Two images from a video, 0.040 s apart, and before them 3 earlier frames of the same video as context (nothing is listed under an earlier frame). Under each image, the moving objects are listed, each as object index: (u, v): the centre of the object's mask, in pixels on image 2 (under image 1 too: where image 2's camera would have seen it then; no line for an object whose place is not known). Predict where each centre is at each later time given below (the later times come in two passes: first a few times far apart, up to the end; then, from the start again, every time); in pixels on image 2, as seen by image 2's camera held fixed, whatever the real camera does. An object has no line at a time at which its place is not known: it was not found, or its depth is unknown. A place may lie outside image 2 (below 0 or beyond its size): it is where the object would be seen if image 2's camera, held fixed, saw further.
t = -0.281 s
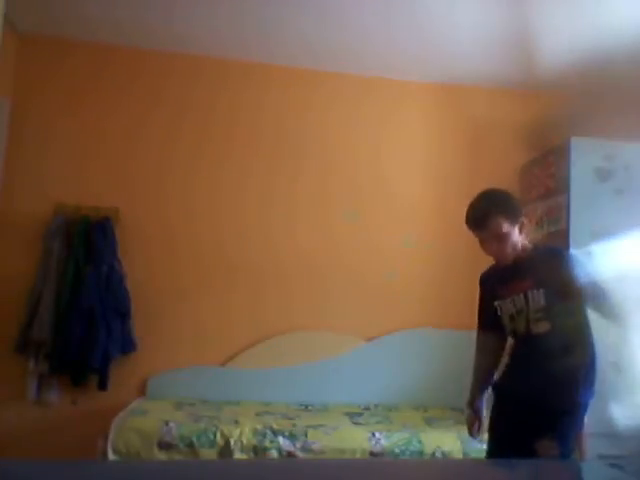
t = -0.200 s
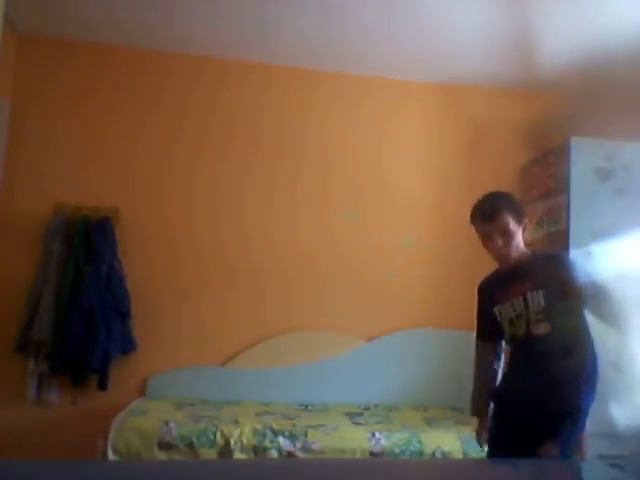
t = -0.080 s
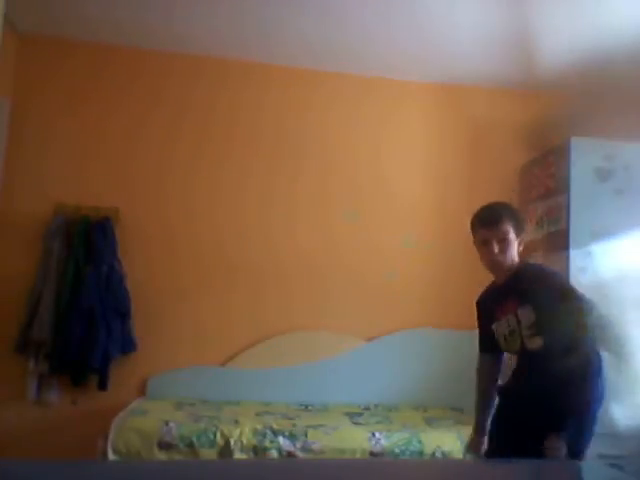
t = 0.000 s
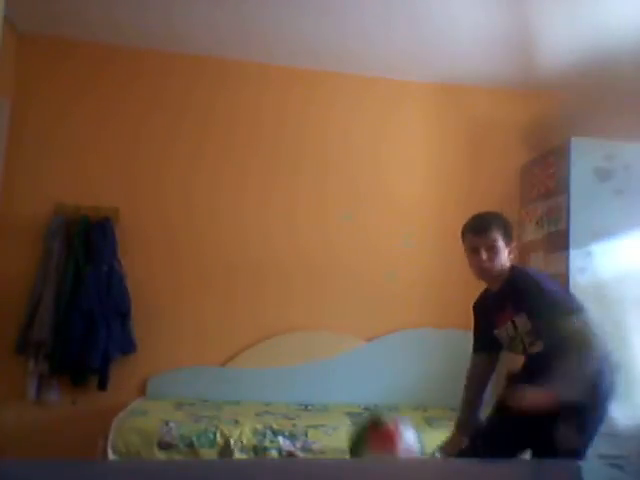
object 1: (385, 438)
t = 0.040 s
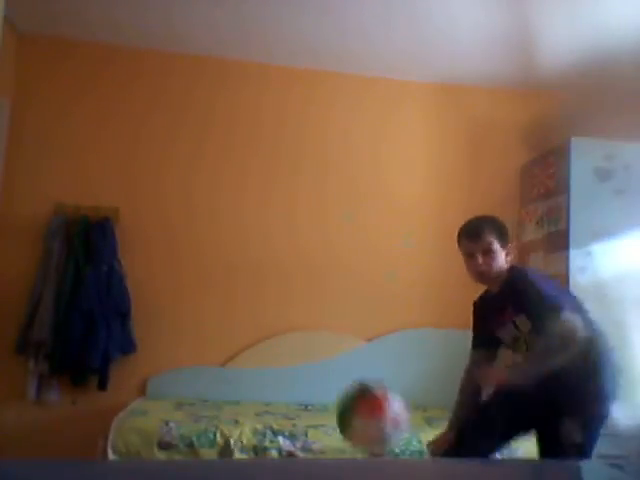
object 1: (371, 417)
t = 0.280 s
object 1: (300, 334)
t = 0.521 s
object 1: (219, 422)
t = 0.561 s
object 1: (206, 440)
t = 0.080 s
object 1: (358, 391)
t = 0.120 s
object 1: (345, 370)
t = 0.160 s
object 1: (335, 354)
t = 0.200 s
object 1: (323, 343)
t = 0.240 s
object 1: (312, 335)
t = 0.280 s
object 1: (300, 334)
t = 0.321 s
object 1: (287, 336)
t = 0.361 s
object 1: (274, 343)
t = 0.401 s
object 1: (262, 355)
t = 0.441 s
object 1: (249, 371)
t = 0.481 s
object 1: (234, 393)
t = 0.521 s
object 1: (219, 422)
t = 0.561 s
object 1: (206, 440)
